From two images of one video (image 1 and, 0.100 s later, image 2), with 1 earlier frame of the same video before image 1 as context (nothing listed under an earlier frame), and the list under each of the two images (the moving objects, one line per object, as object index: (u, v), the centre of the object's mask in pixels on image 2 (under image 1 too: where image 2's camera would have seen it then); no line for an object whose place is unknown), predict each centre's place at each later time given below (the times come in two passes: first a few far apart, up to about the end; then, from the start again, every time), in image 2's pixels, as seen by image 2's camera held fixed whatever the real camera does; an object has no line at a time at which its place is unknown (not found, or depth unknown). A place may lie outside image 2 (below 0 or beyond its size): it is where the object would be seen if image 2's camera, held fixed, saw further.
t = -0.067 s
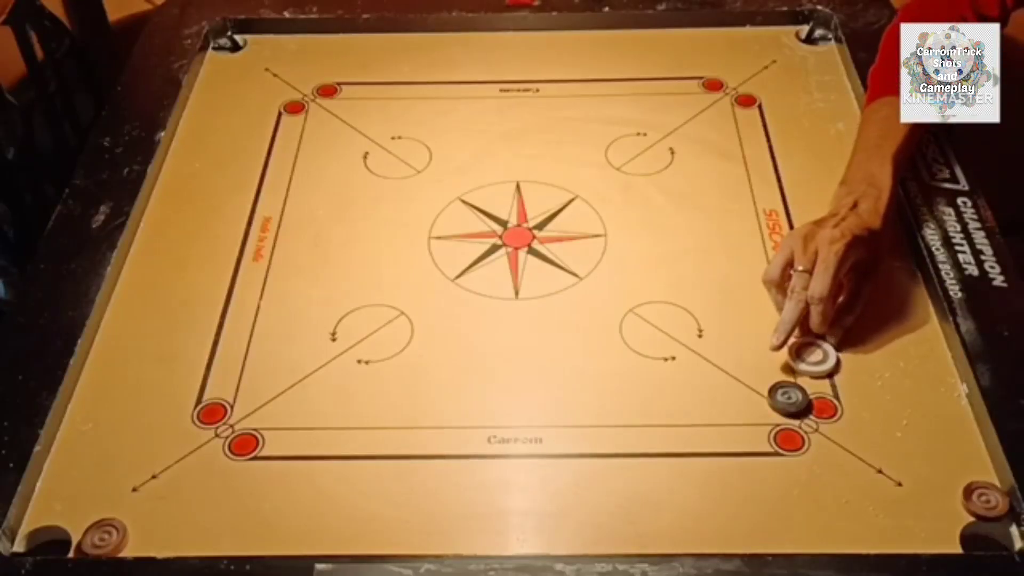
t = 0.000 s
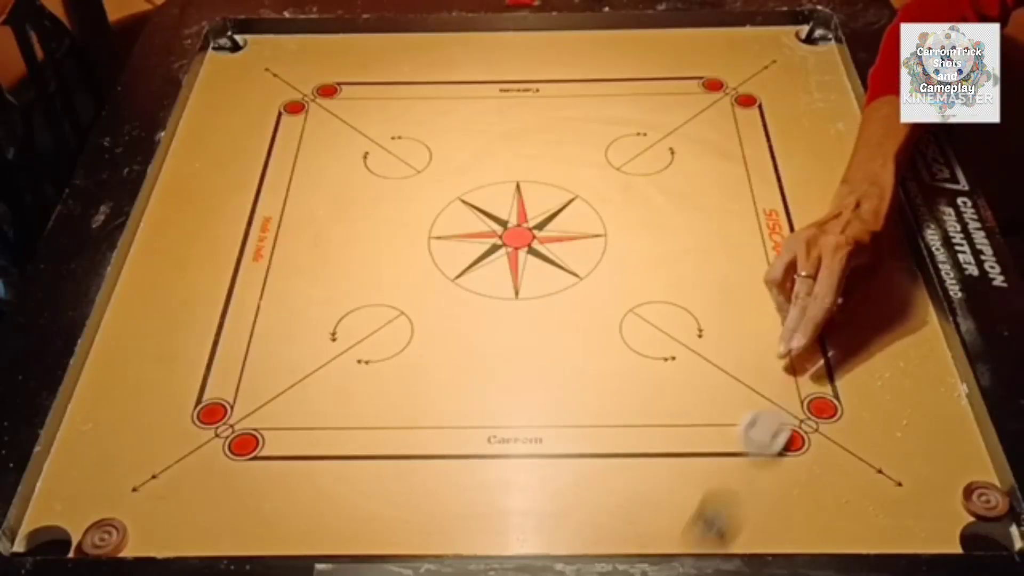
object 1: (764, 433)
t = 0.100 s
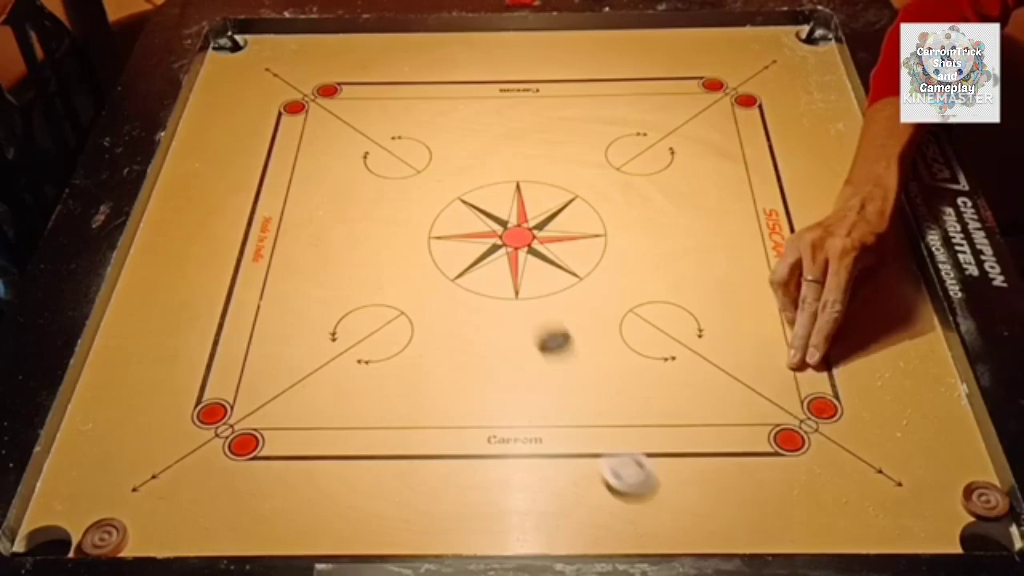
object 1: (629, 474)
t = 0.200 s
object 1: (525, 348)
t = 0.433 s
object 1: (363, 148)
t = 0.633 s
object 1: (279, 44)
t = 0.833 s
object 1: (217, 104)
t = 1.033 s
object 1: (195, 147)
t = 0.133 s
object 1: (590, 429)
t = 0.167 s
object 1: (558, 386)
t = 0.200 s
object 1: (525, 348)
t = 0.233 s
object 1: (496, 313)
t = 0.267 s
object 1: (470, 280)
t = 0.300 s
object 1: (444, 249)
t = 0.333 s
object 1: (421, 220)
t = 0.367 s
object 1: (400, 195)
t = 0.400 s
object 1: (380, 170)
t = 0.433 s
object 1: (363, 148)
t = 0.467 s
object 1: (346, 127)
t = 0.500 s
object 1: (331, 107)
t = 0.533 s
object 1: (318, 89)
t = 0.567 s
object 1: (304, 73)
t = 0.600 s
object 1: (291, 58)
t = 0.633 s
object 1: (279, 44)
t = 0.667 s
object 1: (268, 51)
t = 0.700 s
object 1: (257, 62)
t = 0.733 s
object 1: (246, 74)
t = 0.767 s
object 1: (236, 84)
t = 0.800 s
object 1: (226, 94)
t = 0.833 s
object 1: (217, 104)
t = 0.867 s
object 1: (209, 113)
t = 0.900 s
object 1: (202, 121)
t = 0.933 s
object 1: (196, 129)
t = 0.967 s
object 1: (195, 136)
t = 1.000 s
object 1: (194, 142)
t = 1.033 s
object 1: (195, 147)
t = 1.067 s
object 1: (195, 151)
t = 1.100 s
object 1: (196, 154)
